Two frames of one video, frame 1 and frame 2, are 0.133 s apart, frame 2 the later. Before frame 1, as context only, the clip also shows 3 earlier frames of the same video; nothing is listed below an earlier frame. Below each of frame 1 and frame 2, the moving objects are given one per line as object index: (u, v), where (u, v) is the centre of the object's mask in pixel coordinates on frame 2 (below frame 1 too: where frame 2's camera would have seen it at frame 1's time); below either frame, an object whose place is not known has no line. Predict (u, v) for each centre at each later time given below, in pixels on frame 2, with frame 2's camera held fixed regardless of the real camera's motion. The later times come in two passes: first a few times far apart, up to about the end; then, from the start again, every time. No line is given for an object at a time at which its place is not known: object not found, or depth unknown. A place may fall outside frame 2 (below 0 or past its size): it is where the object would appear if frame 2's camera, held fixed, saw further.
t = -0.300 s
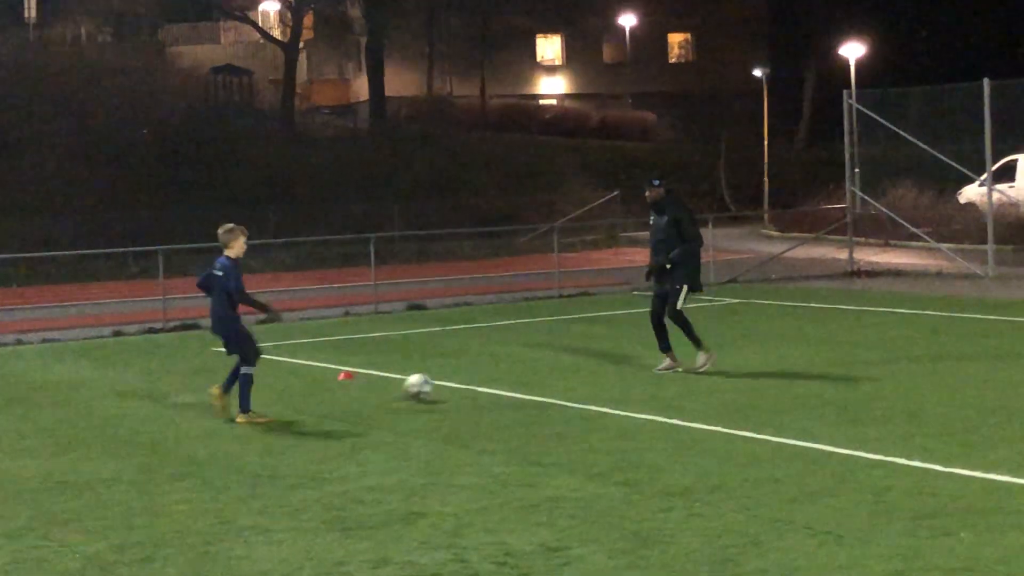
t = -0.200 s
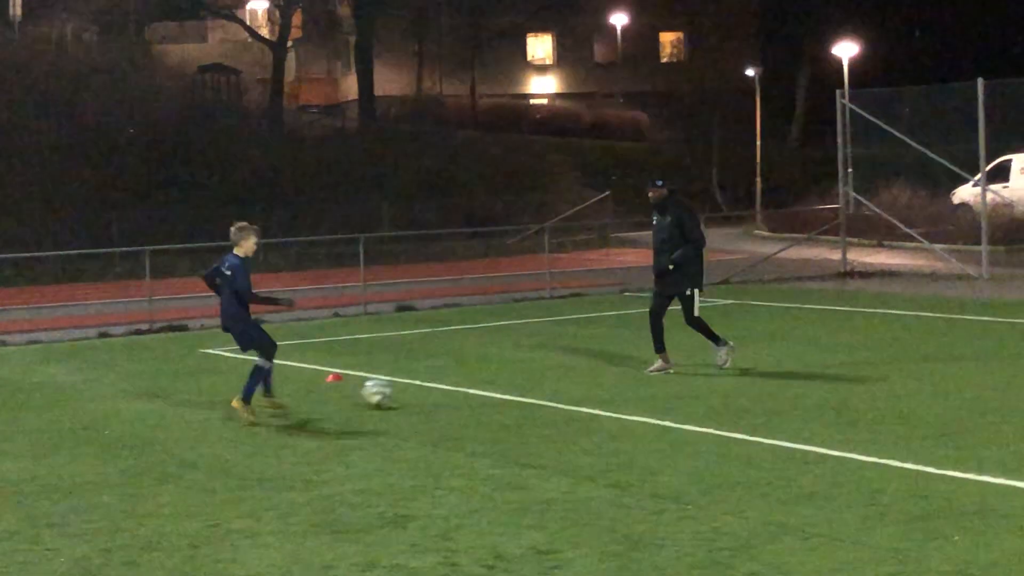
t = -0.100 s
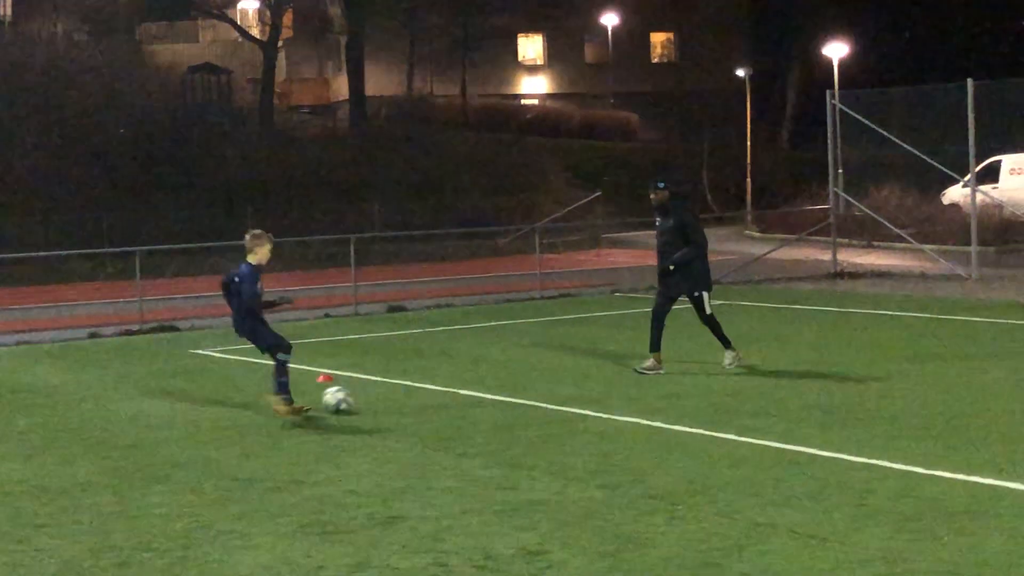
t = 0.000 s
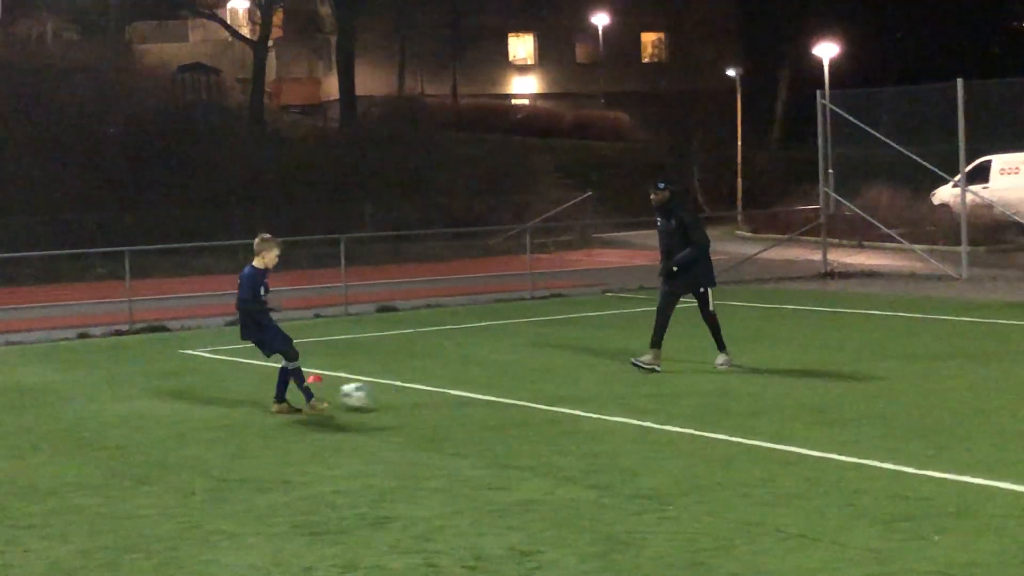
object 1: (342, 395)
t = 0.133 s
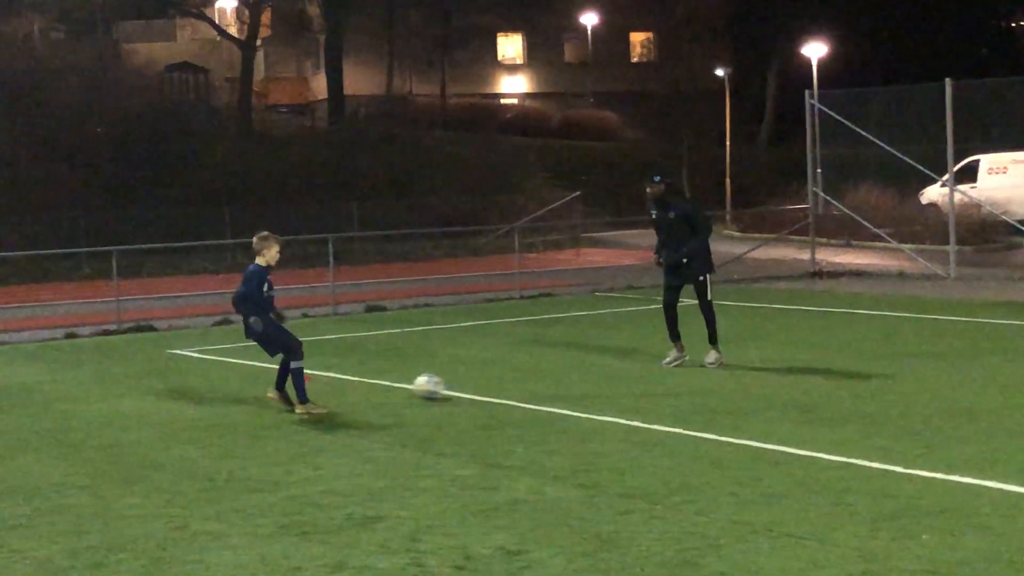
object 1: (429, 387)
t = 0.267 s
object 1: (498, 378)
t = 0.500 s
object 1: (599, 368)
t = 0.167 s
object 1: (448, 384)
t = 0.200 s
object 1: (465, 381)
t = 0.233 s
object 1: (482, 380)
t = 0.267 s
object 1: (498, 378)
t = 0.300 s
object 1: (515, 376)
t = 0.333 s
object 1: (530, 374)
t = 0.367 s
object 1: (546, 373)
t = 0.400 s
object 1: (561, 371)
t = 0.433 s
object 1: (575, 369)
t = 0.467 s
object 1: (587, 369)
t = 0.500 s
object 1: (599, 368)
